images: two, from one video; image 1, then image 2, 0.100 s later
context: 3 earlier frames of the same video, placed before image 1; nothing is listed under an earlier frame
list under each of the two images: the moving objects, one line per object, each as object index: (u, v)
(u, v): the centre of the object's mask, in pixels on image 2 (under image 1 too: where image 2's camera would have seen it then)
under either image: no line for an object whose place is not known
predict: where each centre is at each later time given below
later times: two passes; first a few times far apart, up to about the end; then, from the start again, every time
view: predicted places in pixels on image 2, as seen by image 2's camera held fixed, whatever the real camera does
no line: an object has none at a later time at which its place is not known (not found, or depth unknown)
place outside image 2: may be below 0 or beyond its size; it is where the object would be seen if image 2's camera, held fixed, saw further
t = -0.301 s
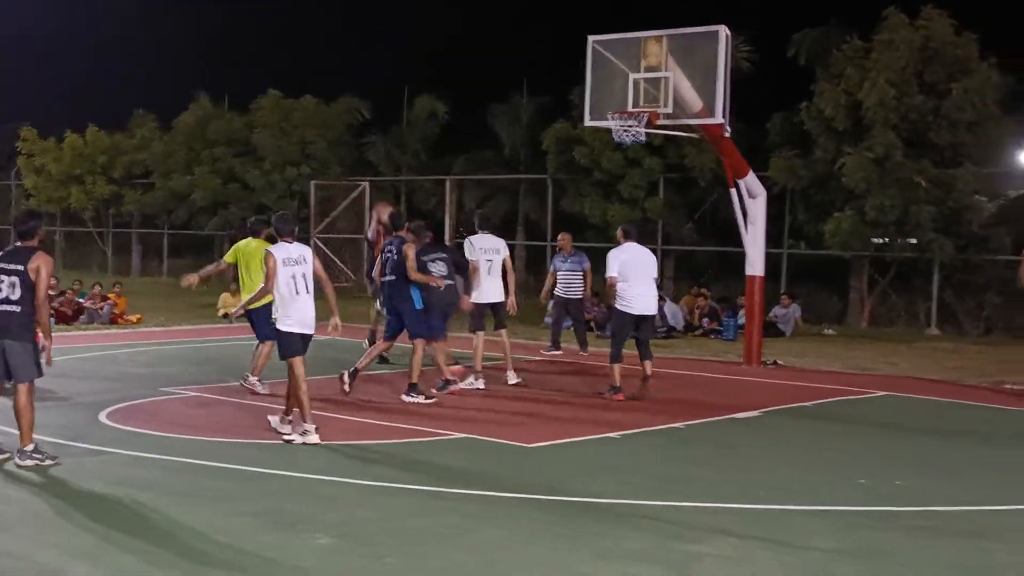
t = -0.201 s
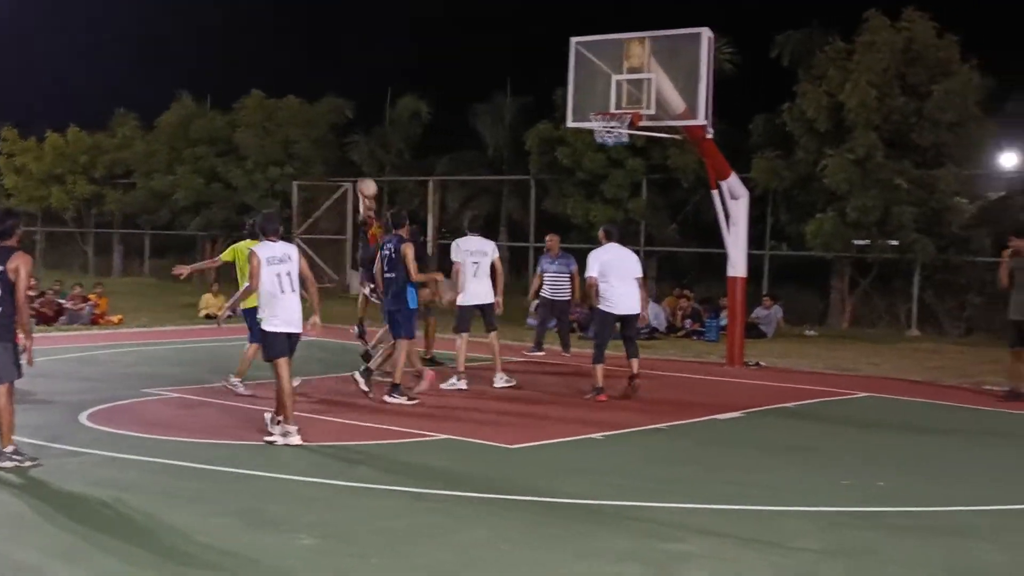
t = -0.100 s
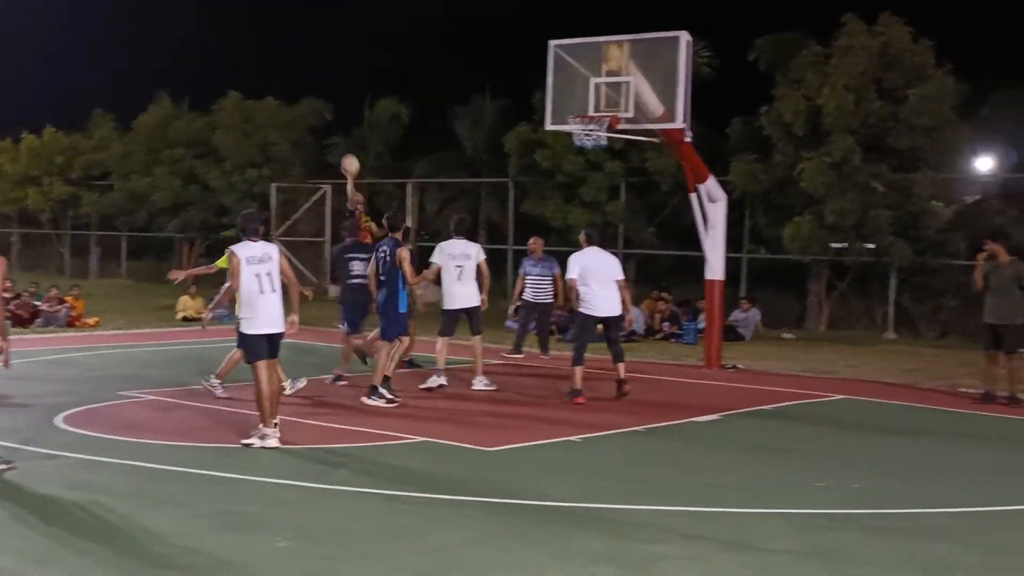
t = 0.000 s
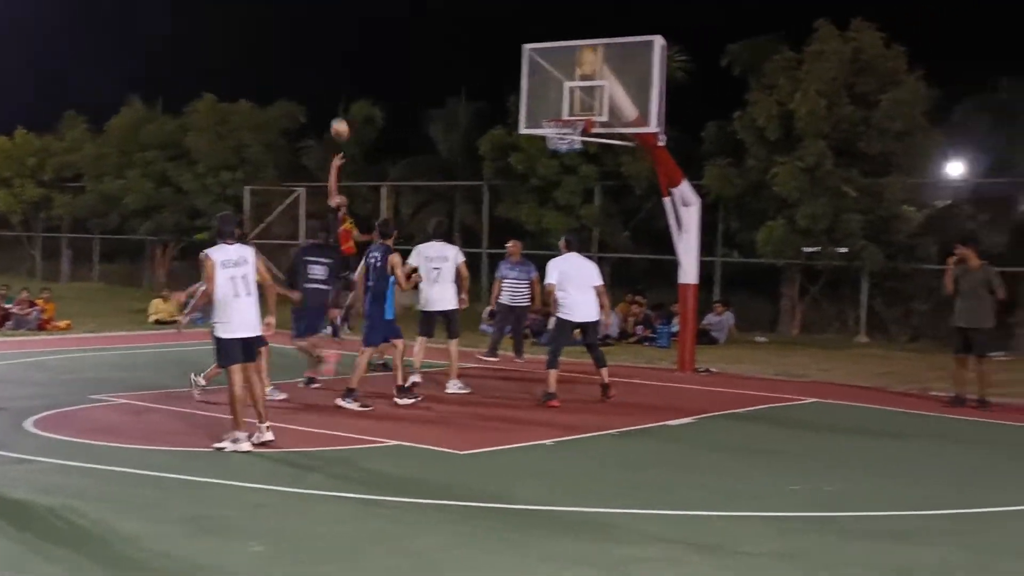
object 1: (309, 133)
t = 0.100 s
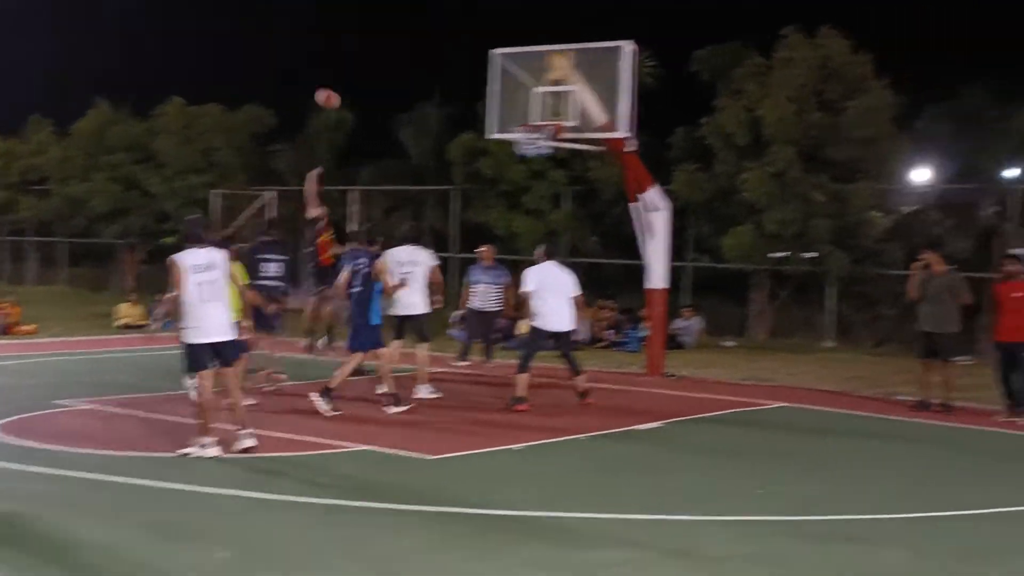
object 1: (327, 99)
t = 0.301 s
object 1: (366, 51)
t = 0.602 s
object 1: (426, 37)
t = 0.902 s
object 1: (489, 99)
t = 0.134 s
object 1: (334, 89)
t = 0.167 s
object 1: (341, 80)
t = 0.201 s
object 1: (347, 71)
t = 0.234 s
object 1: (353, 63)
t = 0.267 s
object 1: (359, 58)
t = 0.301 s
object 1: (366, 51)
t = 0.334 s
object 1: (373, 46)
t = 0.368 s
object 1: (379, 42)
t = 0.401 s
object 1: (386, 39)
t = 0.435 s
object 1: (392, 36)
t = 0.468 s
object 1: (399, 34)
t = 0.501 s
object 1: (407, 33)
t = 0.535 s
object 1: (413, 34)
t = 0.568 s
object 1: (420, 35)
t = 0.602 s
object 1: (426, 37)
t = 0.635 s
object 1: (433, 40)
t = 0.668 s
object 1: (440, 44)
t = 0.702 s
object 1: (447, 49)
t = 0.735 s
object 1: (454, 55)
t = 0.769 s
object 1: (461, 61)
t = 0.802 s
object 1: (468, 69)
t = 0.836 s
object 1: (476, 78)
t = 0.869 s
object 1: (481, 88)
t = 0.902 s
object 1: (489, 99)
